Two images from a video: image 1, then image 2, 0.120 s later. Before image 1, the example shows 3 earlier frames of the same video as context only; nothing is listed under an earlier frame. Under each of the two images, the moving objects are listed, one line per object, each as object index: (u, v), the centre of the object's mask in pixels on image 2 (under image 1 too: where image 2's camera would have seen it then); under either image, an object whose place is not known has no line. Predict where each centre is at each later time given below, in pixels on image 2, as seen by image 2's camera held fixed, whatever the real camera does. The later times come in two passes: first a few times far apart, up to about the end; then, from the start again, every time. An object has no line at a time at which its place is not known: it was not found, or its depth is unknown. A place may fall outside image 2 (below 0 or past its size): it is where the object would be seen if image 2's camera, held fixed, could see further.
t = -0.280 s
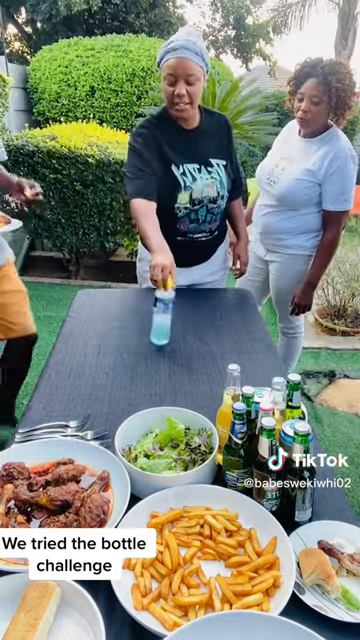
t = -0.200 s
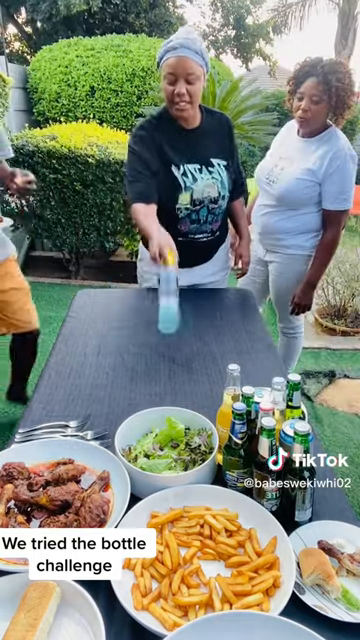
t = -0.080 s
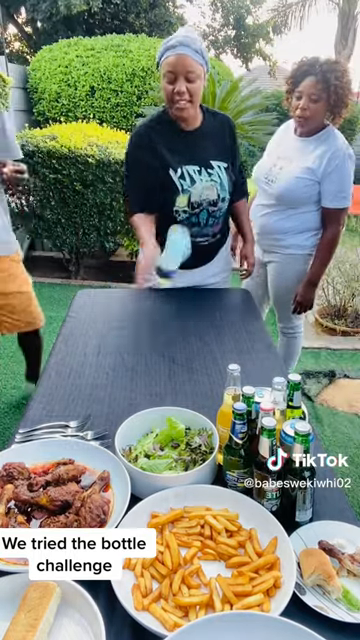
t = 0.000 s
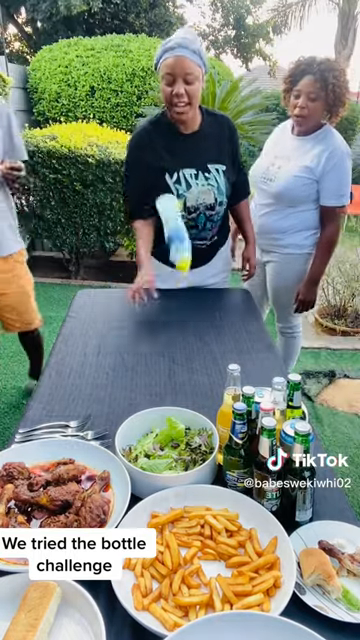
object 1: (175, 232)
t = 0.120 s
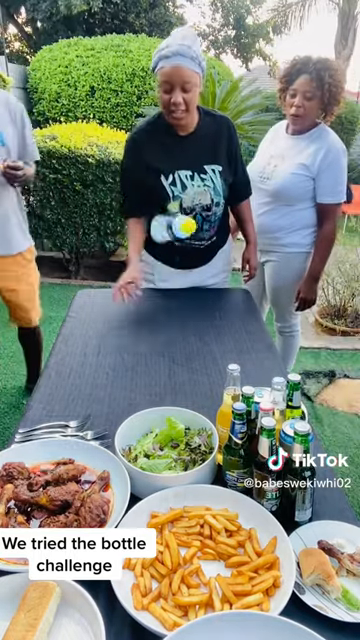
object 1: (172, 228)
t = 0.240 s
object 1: (170, 274)
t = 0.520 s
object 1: (160, 320)
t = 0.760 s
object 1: (154, 320)
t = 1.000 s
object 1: (148, 321)
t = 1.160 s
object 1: (144, 322)
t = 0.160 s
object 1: (171, 238)
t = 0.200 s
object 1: (170, 255)
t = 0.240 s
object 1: (170, 274)
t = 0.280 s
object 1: (169, 297)
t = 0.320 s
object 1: (168, 312)
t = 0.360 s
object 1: (166, 310)
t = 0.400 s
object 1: (164, 311)
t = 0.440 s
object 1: (162, 317)
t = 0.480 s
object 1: (161, 322)
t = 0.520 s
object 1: (160, 320)
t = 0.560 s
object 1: (158, 319)
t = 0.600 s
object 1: (158, 319)
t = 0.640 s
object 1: (156, 320)
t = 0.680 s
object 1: (156, 320)
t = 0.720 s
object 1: (155, 320)
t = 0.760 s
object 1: (154, 320)
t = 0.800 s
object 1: (153, 321)
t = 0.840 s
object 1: (152, 320)
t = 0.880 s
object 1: (151, 320)
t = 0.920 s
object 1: (150, 321)
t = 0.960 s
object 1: (149, 321)
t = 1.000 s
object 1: (148, 321)
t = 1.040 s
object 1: (147, 322)
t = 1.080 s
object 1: (146, 322)
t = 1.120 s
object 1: (145, 322)
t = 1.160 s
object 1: (144, 322)
